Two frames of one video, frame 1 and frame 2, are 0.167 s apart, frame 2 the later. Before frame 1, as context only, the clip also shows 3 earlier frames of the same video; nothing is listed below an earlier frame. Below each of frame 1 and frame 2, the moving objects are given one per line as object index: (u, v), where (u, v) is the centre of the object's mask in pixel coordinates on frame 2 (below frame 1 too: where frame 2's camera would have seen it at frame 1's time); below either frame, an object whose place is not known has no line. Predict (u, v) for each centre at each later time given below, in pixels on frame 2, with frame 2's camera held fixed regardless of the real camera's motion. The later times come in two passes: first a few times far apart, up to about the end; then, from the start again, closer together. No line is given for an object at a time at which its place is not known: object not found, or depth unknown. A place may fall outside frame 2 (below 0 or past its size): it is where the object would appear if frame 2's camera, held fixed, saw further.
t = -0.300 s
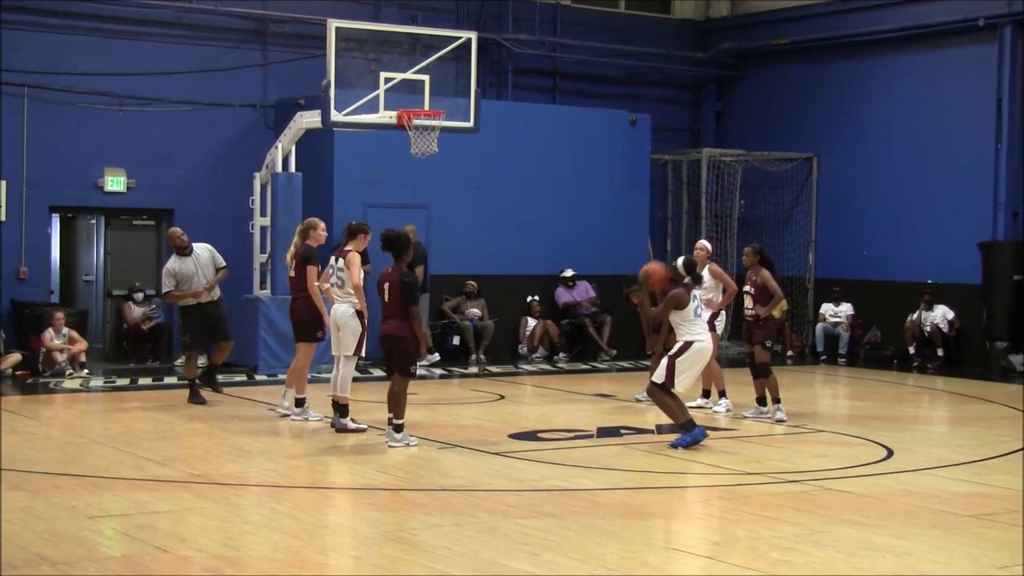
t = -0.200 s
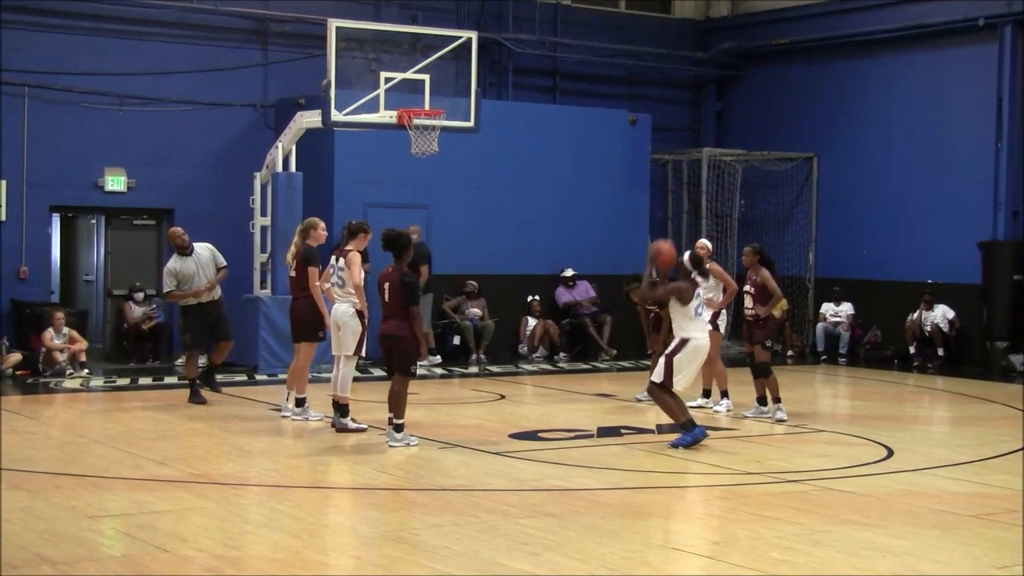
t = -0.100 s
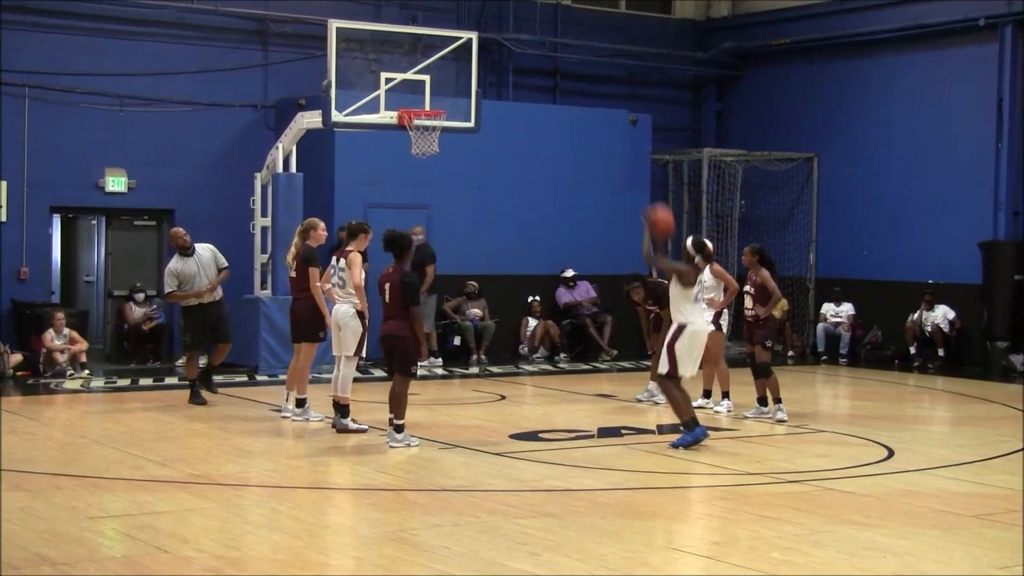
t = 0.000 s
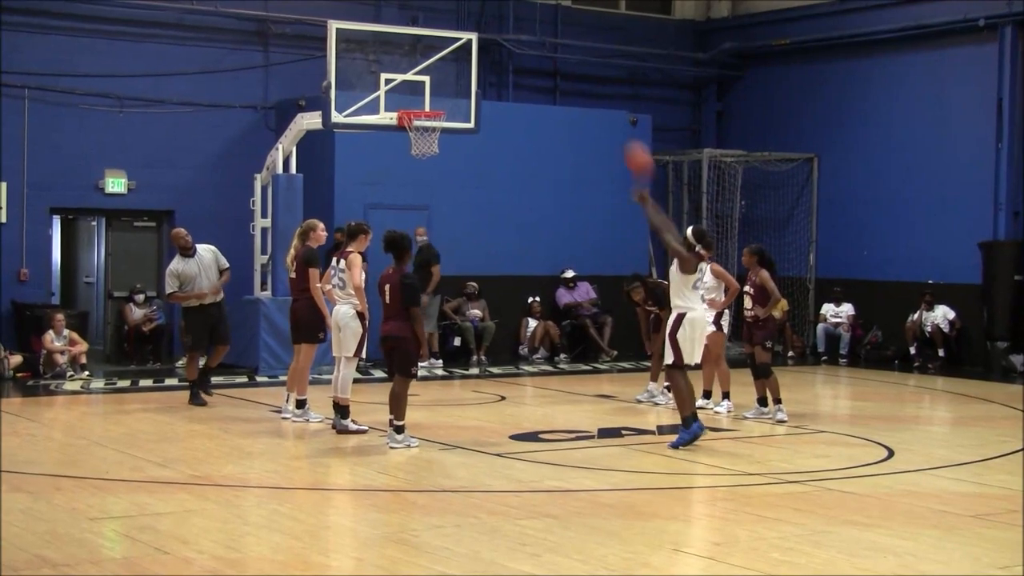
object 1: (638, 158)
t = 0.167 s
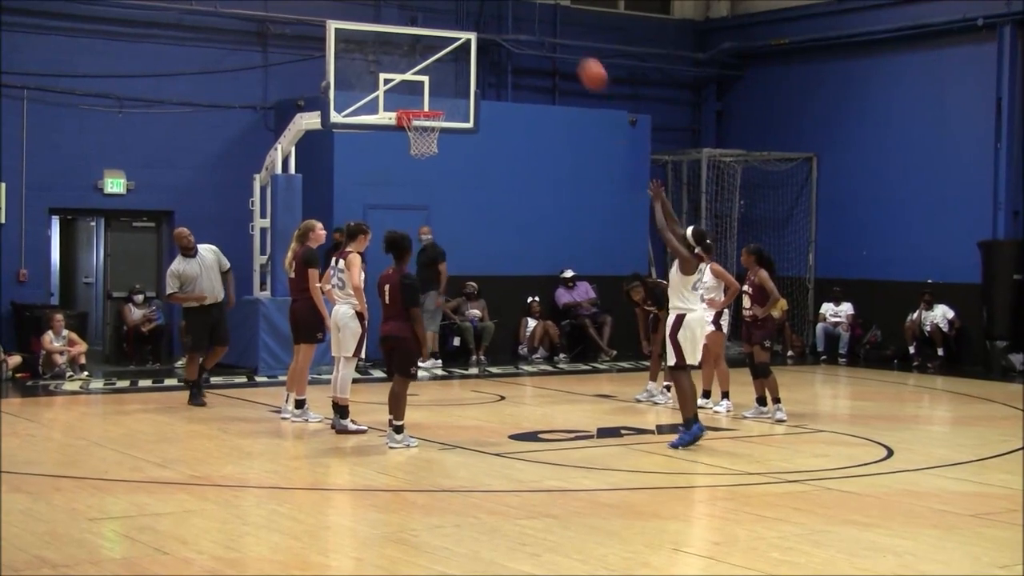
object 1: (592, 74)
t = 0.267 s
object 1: (567, 40)
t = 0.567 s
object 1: (498, 12)
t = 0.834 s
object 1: (445, 48)
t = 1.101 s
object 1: (439, 83)
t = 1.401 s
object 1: (494, 76)
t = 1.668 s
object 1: (545, 145)
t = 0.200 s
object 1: (584, 61)
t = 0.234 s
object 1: (575, 50)
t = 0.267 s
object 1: (567, 40)
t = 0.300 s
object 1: (559, 32)
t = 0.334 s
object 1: (550, 24)
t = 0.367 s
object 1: (542, 18)
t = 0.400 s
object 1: (535, 15)
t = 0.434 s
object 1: (528, 13)
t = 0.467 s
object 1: (520, 12)
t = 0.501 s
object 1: (513, 11)
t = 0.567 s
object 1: (498, 12)
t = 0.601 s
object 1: (491, 13)
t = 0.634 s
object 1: (485, 14)
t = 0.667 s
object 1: (478, 17)
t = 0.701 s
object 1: (471, 19)
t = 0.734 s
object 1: (465, 23)
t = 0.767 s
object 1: (458, 30)
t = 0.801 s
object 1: (451, 39)
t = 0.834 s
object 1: (445, 48)
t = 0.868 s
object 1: (439, 58)
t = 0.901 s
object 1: (434, 69)
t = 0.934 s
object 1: (428, 78)
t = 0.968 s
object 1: (419, 92)
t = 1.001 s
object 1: (419, 100)
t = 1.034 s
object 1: (425, 95)
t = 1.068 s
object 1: (432, 88)
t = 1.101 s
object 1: (439, 83)
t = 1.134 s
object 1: (444, 78)
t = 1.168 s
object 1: (450, 74)
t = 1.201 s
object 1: (456, 72)
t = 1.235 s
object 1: (461, 70)
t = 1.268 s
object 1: (468, 69)
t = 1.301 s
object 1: (475, 69)
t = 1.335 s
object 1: (482, 70)
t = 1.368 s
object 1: (488, 73)
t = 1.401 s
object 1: (494, 76)
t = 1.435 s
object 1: (500, 81)
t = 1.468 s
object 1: (506, 87)
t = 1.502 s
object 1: (513, 93)
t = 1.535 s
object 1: (519, 101)
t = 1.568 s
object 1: (526, 110)
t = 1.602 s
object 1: (533, 120)
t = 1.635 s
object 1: (539, 132)
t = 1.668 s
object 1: (545, 145)
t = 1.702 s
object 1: (552, 159)
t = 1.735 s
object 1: (558, 174)
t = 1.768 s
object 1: (565, 190)
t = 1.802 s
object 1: (572, 209)
